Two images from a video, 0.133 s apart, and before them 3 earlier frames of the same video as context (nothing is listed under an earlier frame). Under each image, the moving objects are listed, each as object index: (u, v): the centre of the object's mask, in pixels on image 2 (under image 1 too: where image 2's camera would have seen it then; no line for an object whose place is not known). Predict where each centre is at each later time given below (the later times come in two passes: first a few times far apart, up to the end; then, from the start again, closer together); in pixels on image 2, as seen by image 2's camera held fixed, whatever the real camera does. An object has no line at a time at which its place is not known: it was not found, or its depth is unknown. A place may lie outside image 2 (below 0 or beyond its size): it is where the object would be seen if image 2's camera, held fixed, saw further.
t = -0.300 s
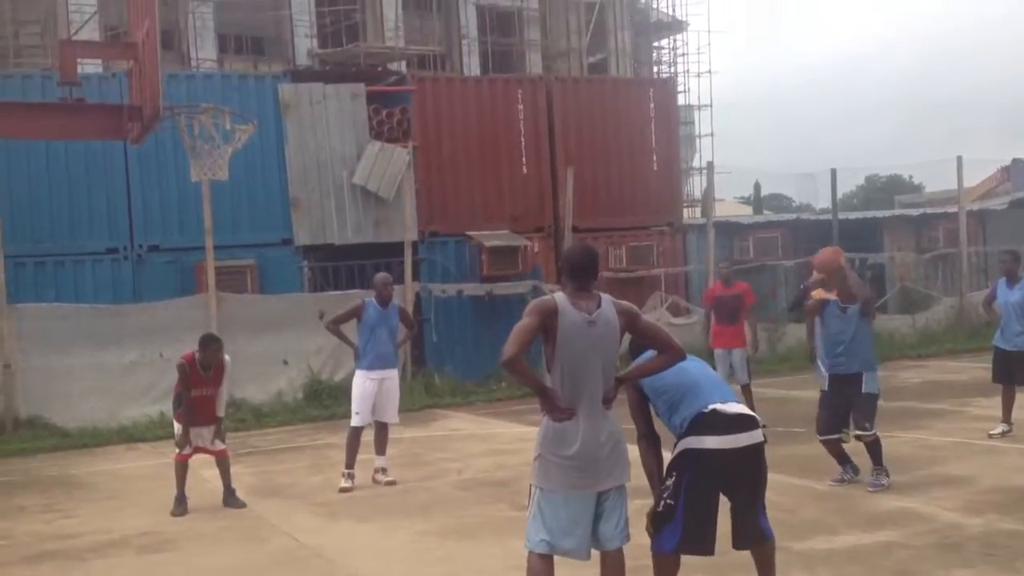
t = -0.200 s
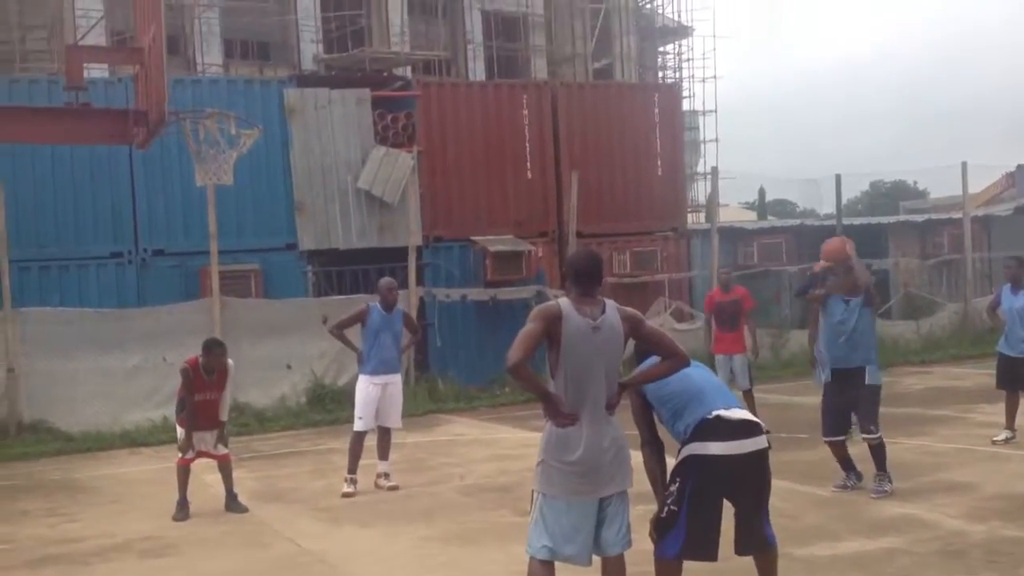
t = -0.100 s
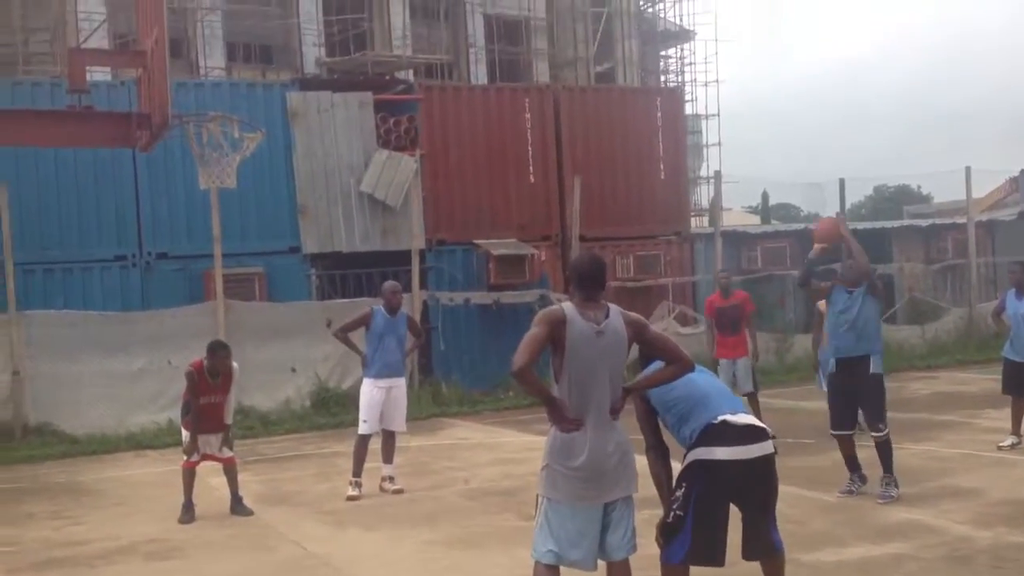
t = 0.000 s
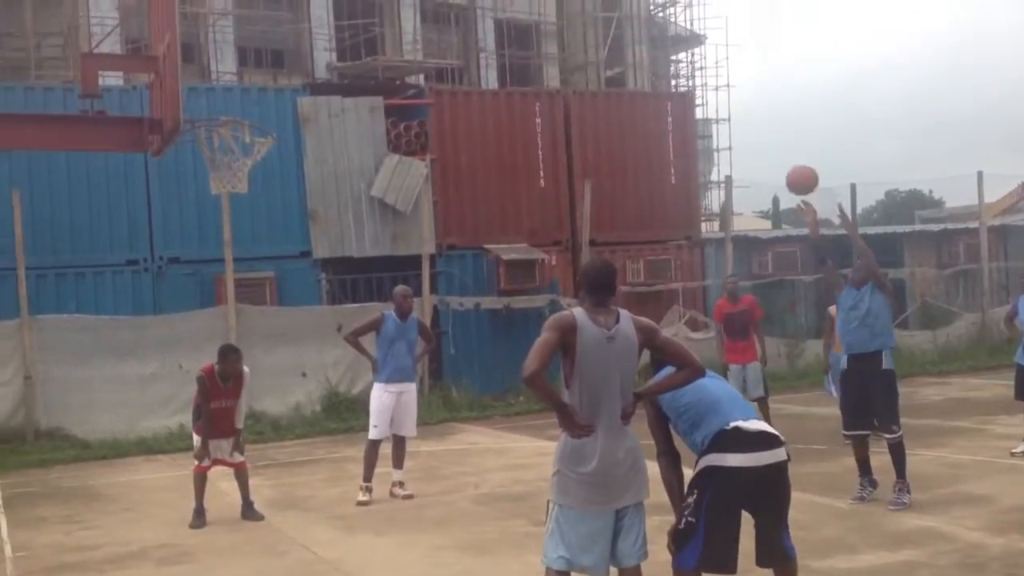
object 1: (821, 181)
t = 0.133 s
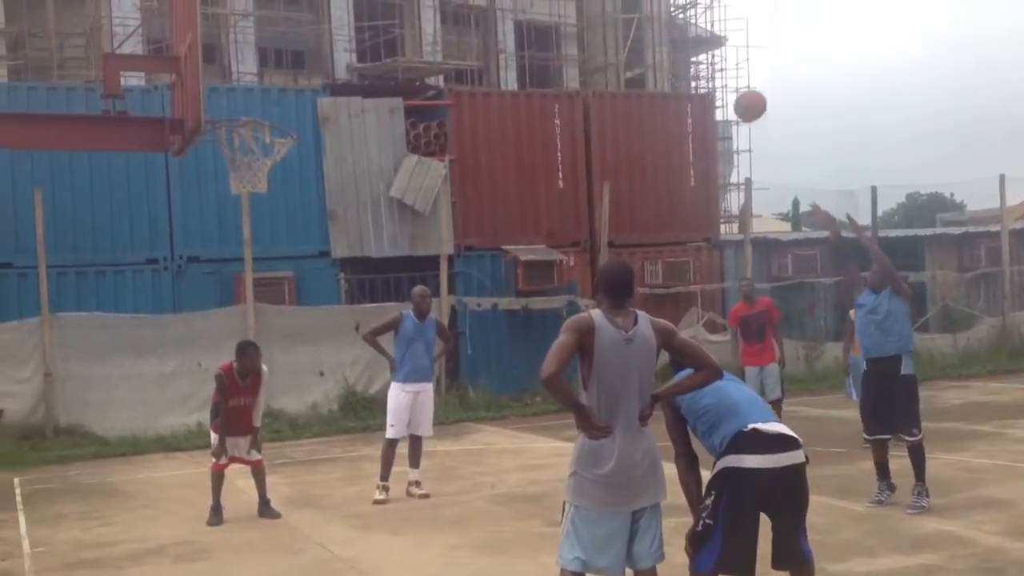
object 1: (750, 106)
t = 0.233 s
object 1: (696, 60)
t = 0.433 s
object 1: (582, 6)
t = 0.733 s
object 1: (405, 20)
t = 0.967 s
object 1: (260, 126)
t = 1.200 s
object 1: (231, 155)
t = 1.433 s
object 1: (265, 205)
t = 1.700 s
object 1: (305, 357)
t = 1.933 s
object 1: (343, 546)
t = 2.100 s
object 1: (348, 434)
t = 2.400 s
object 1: (363, 332)
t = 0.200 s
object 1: (713, 74)
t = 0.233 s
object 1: (696, 60)
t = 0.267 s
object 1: (676, 47)
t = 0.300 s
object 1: (657, 36)
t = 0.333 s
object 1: (639, 26)
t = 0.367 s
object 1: (621, 17)
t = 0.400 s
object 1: (601, 9)
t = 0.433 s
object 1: (582, 6)
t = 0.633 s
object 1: (467, 0)
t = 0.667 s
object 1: (445, 5)
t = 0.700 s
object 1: (425, 13)
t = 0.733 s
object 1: (405, 20)
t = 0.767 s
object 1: (384, 29)
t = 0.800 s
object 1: (365, 42)
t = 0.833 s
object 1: (344, 55)
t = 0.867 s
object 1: (321, 71)
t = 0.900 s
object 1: (302, 87)
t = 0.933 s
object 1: (281, 107)
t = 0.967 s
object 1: (260, 126)
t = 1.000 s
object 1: (237, 149)
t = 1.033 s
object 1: (224, 156)
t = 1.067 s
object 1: (218, 157)
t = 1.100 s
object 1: (218, 157)
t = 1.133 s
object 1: (222, 153)
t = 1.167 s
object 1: (227, 154)
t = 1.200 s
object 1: (231, 155)
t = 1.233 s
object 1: (237, 160)
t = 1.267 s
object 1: (241, 165)
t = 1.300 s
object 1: (246, 171)
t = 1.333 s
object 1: (250, 178)
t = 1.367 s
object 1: (256, 186)
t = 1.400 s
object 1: (262, 196)
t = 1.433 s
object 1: (265, 205)
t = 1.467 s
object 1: (269, 217)
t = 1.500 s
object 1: (275, 233)
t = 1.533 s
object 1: (279, 249)
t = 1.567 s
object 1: (285, 268)
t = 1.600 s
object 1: (291, 286)
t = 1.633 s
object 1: (296, 309)
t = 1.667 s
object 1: (300, 333)
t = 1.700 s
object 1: (305, 357)
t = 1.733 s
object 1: (311, 383)
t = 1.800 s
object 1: (323, 442)
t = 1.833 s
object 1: (328, 473)
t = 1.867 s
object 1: (333, 506)
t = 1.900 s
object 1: (339, 541)
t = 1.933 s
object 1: (343, 546)
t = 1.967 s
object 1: (343, 522)
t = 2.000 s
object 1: (345, 498)
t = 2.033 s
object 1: (346, 475)
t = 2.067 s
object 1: (347, 454)
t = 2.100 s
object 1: (348, 434)
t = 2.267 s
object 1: (356, 362)
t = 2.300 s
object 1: (358, 352)
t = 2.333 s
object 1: (360, 343)
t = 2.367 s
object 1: (361, 338)
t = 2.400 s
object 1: (363, 332)
